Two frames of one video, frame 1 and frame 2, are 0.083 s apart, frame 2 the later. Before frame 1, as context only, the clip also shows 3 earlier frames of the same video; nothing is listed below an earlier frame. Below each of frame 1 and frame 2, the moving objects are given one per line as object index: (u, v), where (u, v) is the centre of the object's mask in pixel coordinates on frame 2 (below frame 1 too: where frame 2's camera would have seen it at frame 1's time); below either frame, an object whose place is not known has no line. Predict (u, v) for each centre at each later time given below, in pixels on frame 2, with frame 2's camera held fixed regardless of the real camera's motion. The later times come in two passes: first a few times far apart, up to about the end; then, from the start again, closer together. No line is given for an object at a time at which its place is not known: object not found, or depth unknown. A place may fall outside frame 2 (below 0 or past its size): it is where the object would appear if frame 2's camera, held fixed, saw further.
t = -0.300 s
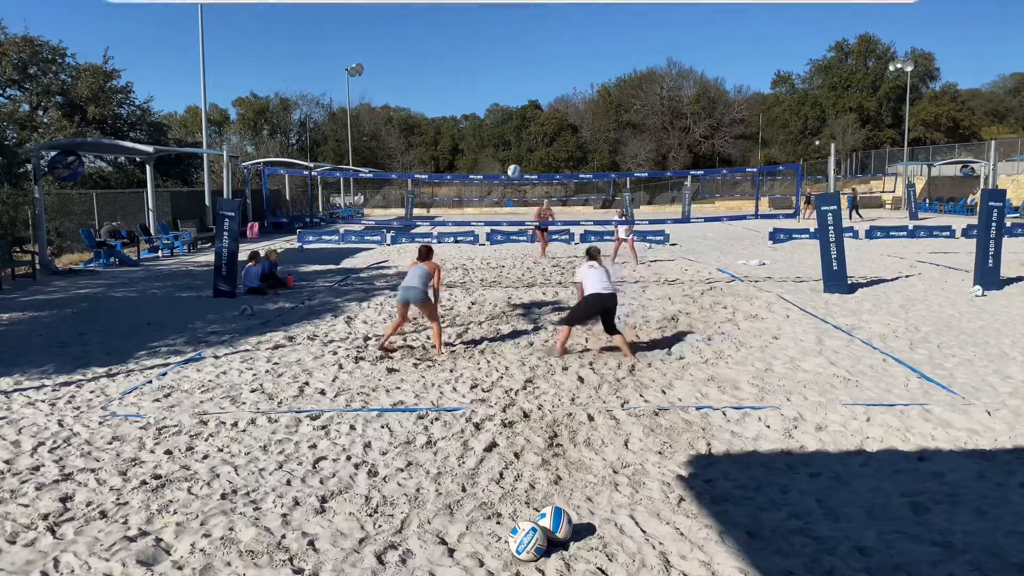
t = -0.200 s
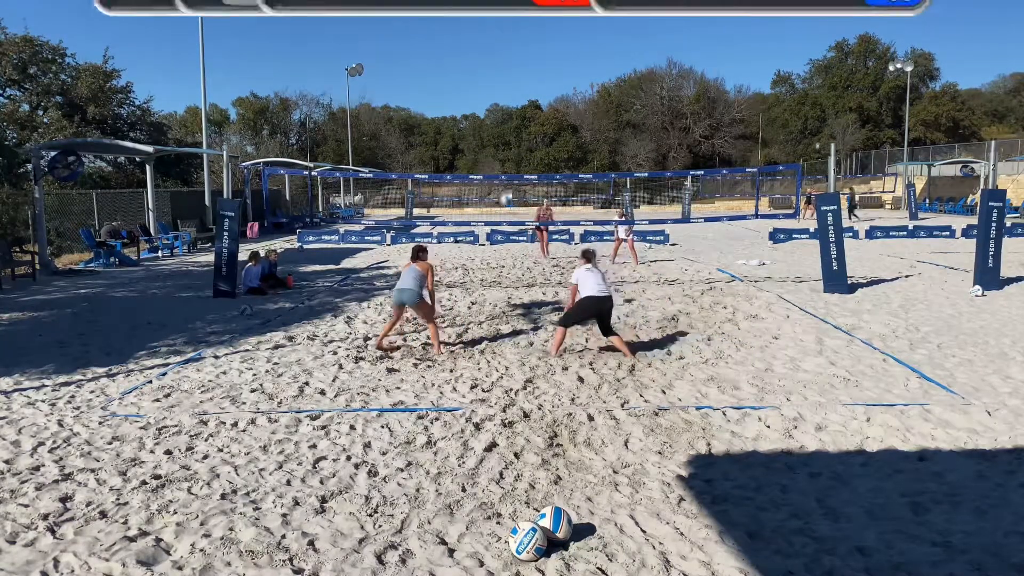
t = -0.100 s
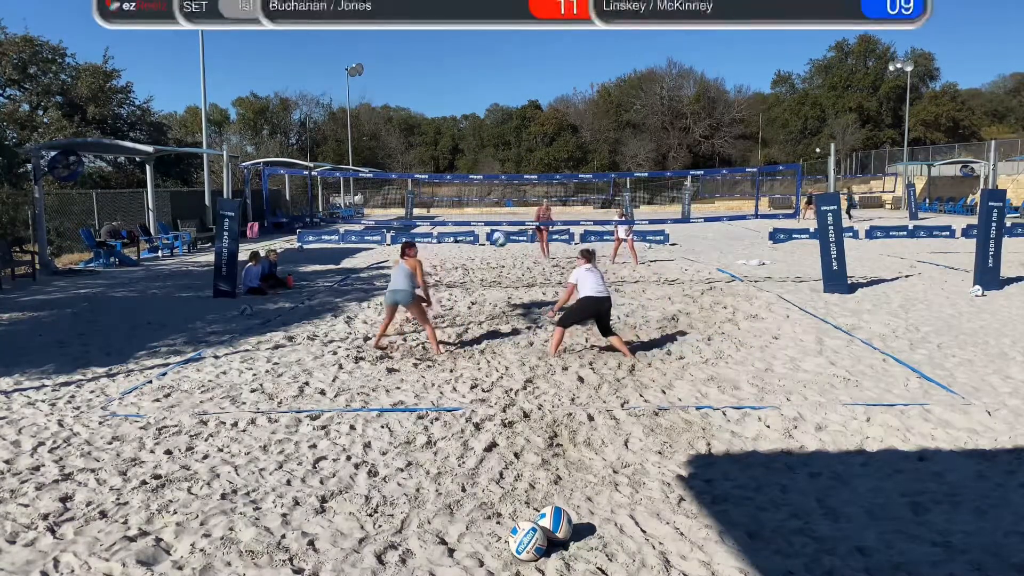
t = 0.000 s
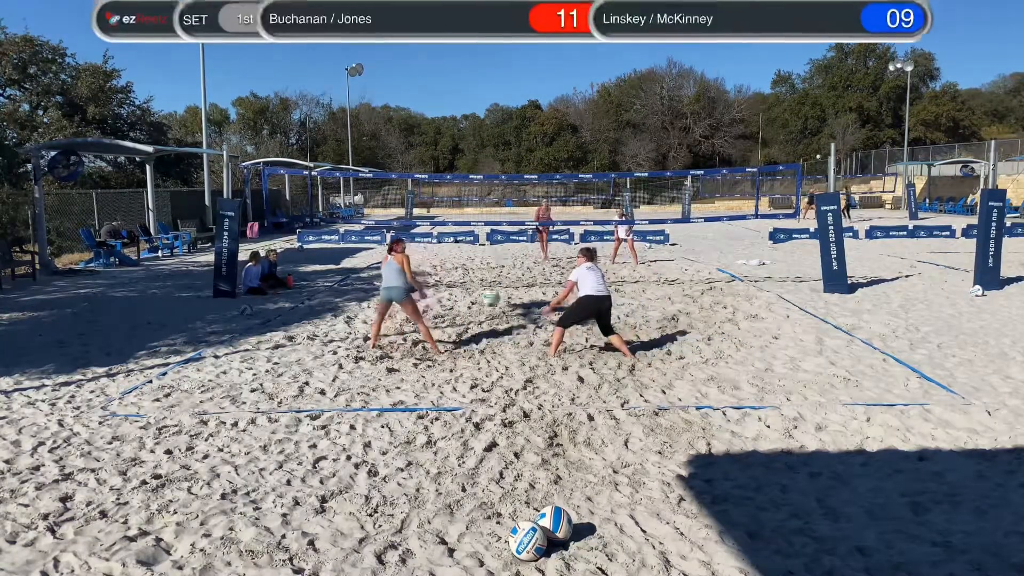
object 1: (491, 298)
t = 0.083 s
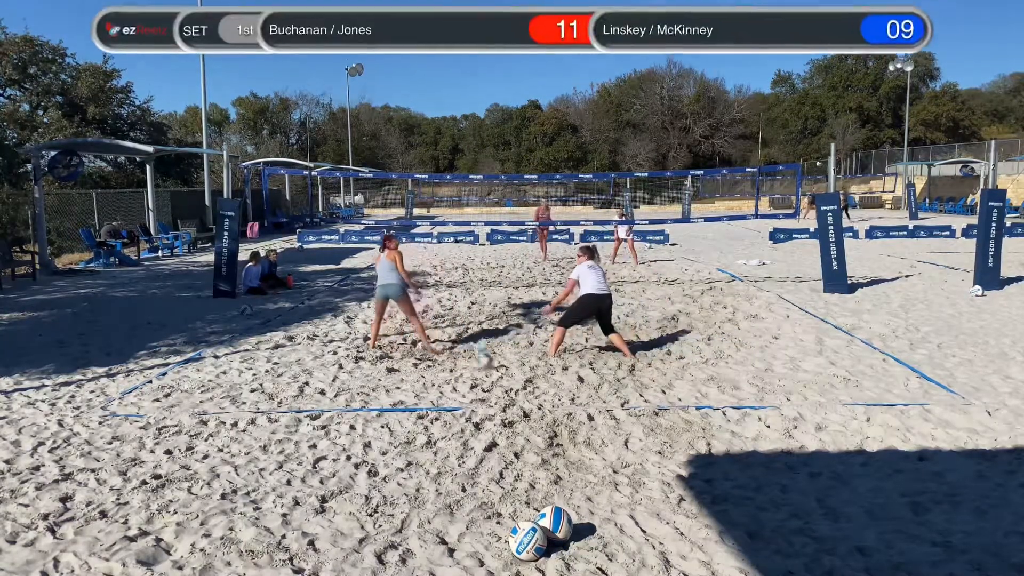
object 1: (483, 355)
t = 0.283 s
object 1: (460, 340)
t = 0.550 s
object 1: (423, 383)
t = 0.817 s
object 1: (381, 483)
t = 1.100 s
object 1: (348, 489)
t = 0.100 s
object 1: (481, 356)
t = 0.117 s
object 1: (479, 356)
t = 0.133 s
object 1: (478, 353)
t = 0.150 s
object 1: (475, 350)
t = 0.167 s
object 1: (474, 349)
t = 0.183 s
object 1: (473, 347)
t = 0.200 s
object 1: (471, 345)
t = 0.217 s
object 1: (469, 344)
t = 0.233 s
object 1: (466, 342)
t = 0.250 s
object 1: (465, 341)
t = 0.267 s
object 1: (462, 340)
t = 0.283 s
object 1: (460, 340)
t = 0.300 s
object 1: (458, 340)
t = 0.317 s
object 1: (456, 339)
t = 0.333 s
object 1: (454, 338)
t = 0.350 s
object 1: (453, 340)
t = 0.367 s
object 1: (450, 340)
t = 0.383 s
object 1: (448, 343)
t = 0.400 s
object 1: (445, 345)
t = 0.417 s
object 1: (443, 346)
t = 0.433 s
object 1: (440, 349)
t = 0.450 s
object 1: (439, 353)
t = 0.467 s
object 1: (436, 356)
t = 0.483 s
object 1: (433, 361)
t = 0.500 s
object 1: (430, 364)
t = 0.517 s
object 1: (429, 371)
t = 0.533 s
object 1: (425, 375)
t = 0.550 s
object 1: (423, 383)
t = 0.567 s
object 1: (421, 389)
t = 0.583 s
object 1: (417, 396)
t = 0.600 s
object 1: (415, 405)
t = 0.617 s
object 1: (412, 413)
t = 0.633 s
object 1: (408, 423)
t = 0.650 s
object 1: (406, 432)
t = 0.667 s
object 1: (404, 444)
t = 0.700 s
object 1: (396, 468)
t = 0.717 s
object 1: (393, 480)
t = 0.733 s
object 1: (391, 495)
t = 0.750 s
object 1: (389, 500)
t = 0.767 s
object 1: (386, 496)
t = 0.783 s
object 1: (385, 490)
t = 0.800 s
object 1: (382, 486)
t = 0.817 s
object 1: (381, 483)
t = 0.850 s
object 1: (377, 476)
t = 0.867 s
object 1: (376, 473)
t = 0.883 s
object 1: (373, 470)
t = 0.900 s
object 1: (372, 469)
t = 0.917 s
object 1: (370, 468)
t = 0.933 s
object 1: (369, 466)
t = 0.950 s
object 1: (366, 466)
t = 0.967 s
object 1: (365, 466)
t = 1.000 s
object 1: (361, 467)
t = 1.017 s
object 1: (360, 469)
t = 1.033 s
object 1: (356, 472)
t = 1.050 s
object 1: (355, 476)
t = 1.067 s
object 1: (353, 479)
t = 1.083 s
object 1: (349, 483)
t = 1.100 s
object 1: (348, 489)
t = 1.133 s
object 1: (344, 502)
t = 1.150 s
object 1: (338, 508)
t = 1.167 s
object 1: (341, 516)
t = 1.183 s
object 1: (339, 526)
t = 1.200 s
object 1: (336, 536)
